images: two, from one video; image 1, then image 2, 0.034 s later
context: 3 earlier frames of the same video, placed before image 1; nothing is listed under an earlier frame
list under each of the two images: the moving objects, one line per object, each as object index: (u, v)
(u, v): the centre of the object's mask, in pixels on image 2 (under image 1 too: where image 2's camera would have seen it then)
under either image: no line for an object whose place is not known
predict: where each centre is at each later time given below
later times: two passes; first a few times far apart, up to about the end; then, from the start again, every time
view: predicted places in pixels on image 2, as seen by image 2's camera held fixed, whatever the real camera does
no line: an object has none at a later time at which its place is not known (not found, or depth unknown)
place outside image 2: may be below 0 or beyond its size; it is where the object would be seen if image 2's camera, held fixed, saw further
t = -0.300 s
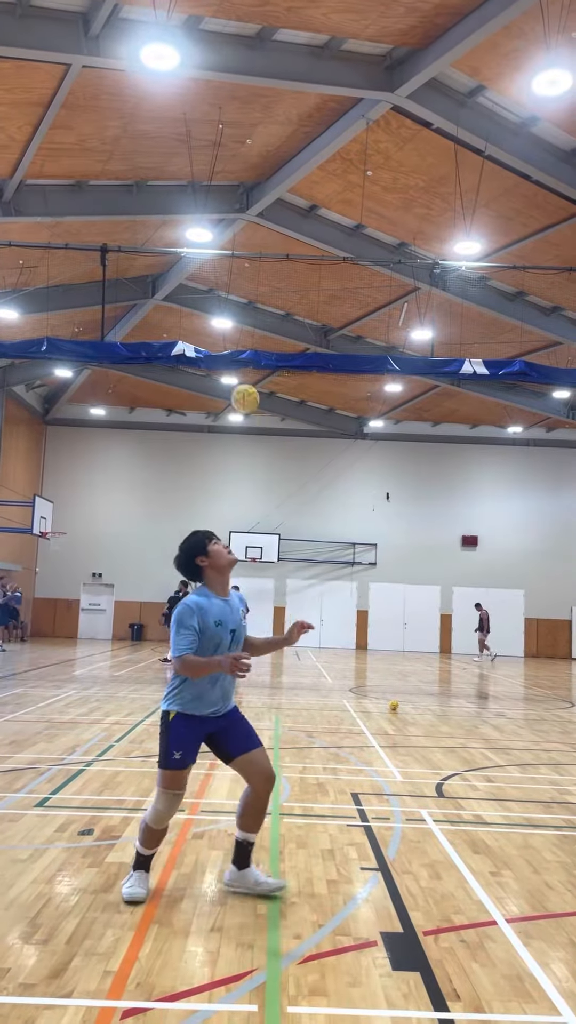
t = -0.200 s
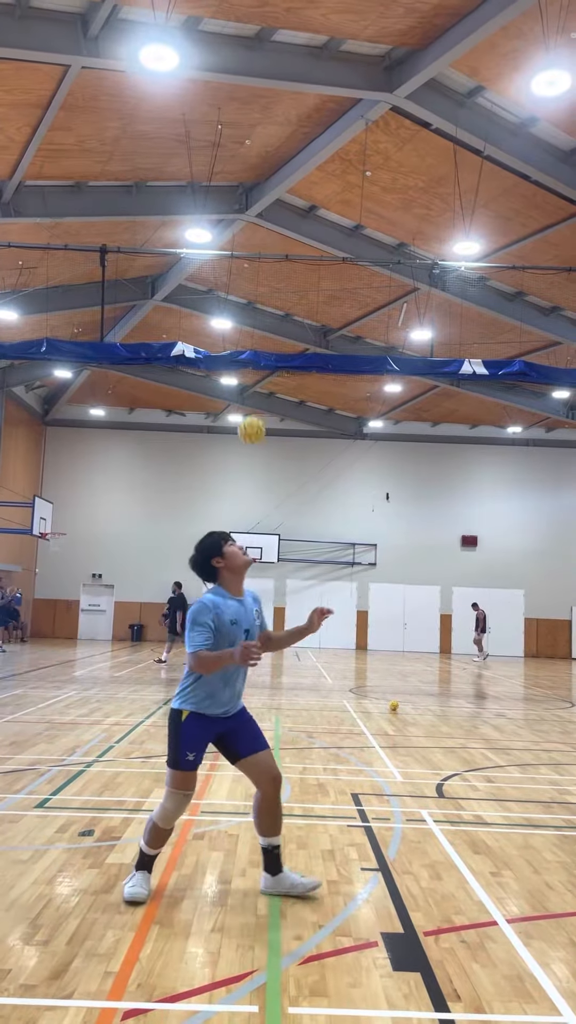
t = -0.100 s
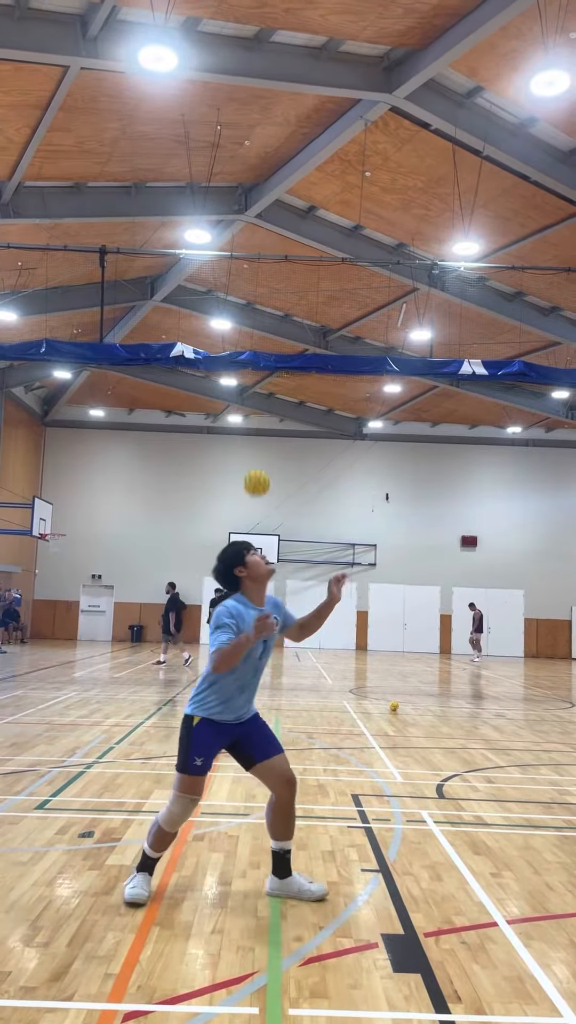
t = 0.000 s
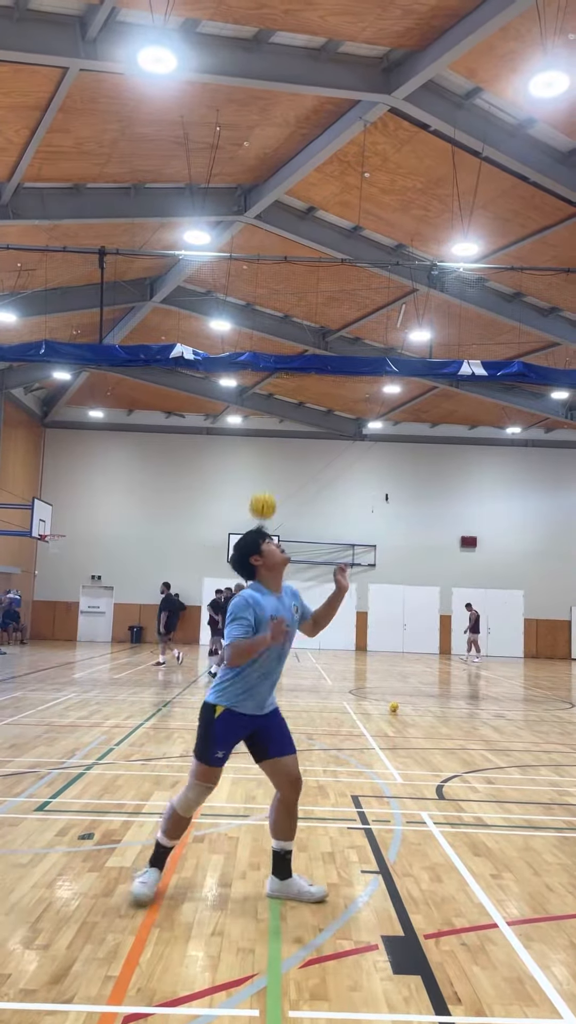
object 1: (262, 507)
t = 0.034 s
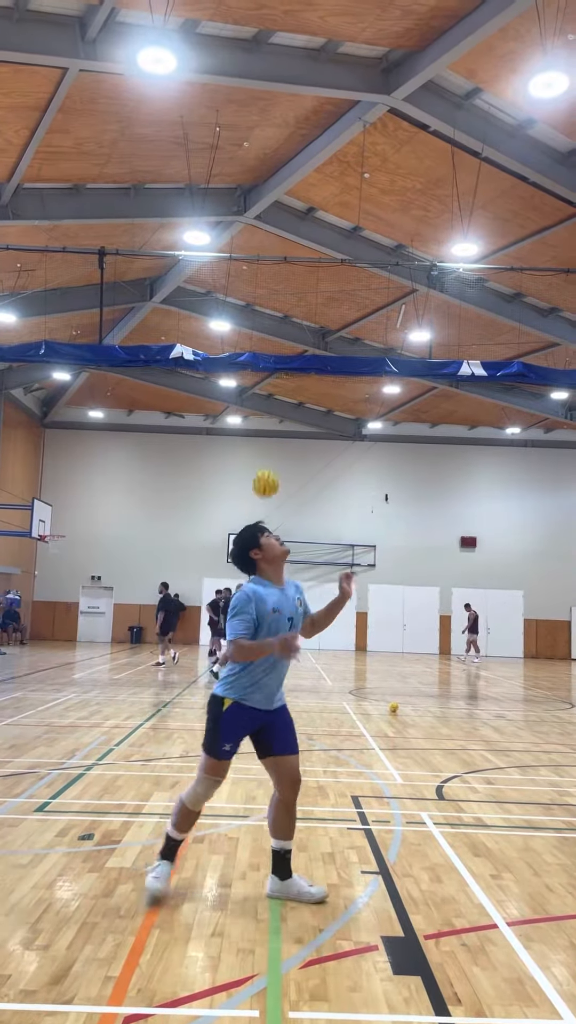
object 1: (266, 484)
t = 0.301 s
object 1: (289, 385)
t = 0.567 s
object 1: (306, 428)
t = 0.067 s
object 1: (269, 463)
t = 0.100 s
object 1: (272, 445)
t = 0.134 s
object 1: (275, 429)
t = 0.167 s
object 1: (278, 417)
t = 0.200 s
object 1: (281, 406)
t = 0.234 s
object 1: (283, 397)
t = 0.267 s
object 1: (286, 390)
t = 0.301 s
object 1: (289, 385)
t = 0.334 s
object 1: (291, 383)
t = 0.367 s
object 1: (294, 383)
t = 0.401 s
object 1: (296, 385)
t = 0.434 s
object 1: (298, 389)
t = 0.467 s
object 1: (300, 396)
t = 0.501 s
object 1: (302, 405)
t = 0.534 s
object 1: (304, 415)
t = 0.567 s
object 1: (306, 428)
